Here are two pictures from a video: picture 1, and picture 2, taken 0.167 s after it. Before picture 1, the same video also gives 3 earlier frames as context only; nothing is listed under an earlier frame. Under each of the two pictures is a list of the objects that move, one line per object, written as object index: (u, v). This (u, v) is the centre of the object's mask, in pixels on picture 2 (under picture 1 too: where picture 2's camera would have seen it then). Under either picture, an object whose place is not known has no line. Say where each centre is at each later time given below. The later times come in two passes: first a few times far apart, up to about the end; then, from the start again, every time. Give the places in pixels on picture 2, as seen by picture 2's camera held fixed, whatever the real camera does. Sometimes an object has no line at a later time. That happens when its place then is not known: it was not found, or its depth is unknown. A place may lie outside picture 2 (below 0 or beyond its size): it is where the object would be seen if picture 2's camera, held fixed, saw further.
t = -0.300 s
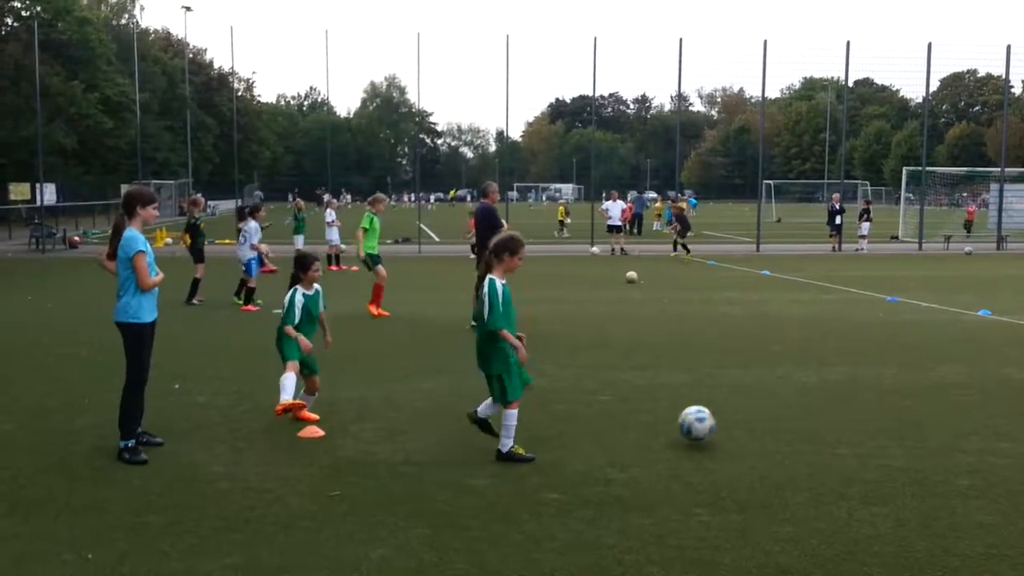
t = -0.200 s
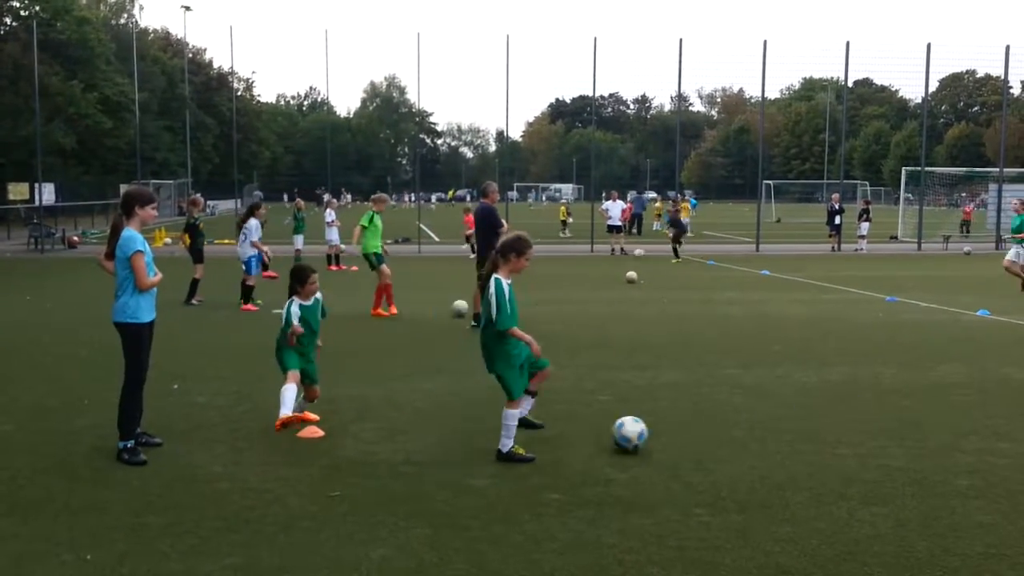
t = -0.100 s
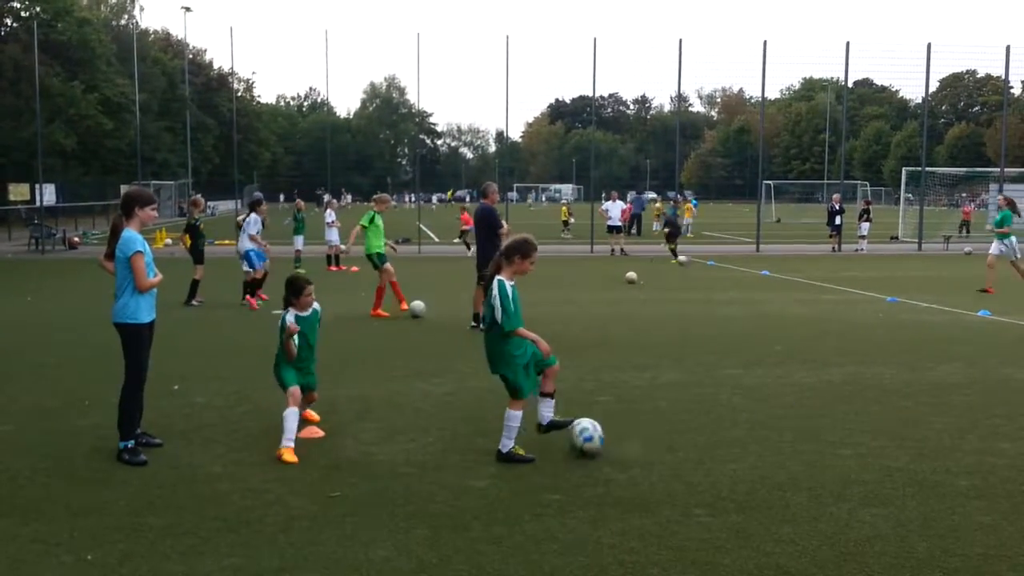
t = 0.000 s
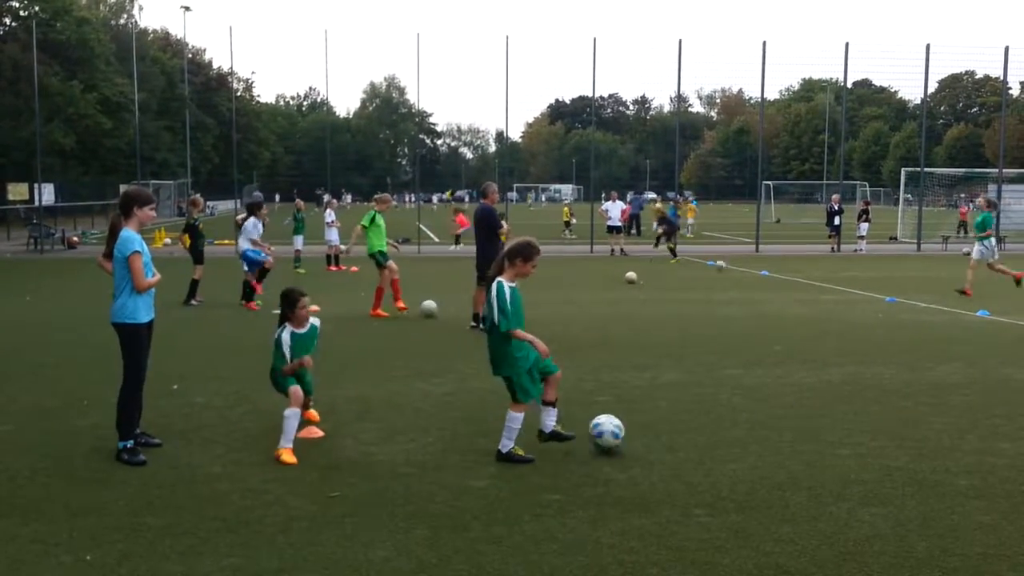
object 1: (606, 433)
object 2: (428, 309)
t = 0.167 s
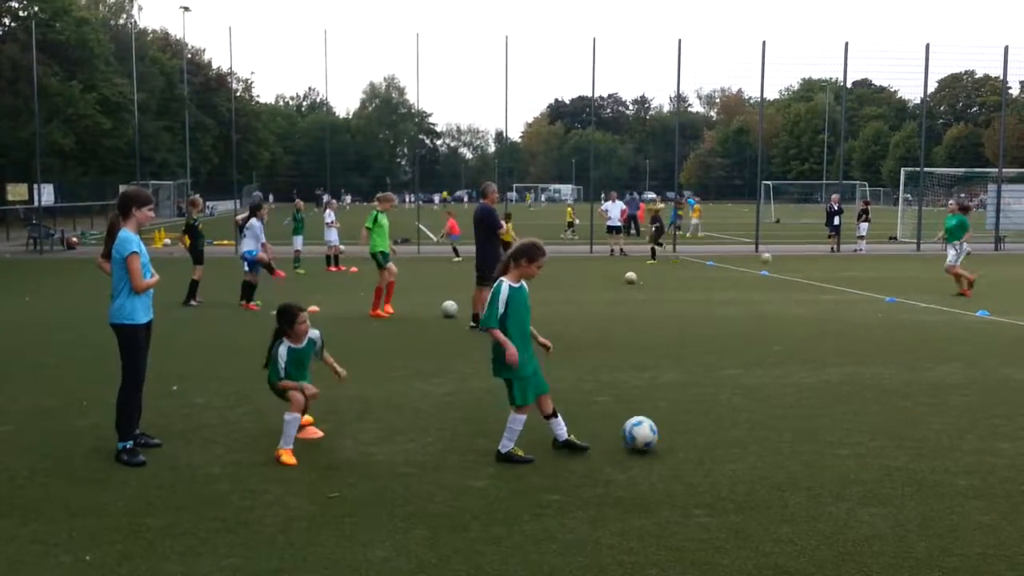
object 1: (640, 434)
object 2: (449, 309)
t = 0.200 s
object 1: (647, 434)
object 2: (452, 309)
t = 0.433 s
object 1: (689, 433)
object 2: (464, 308)
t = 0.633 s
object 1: (723, 431)
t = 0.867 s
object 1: (759, 429)
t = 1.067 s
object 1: (787, 428)
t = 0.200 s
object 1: (647, 434)
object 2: (452, 309)
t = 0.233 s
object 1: (652, 434)
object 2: (454, 309)
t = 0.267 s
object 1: (660, 434)
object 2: (456, 309)
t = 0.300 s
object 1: (665, 434)
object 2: (458, 309)
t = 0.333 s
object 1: (671, 433)
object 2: (460, 309)
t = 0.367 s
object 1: (677, 433)
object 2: (461, 308)
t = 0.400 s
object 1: (683, 433)
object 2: (463, 308)
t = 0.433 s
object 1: (689, 433)
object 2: (464, 308)
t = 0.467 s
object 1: (695, 433)
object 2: (465, 308)
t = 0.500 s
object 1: (701, 433)
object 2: (466, 308)
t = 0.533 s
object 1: (706, 432)
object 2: (467, 307)
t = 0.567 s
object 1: (712, 430)
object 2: (468, 307)
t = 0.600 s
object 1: (718, 432)
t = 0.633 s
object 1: (723, 431)
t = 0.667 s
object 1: (729, 430)
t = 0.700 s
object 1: (734, 430)
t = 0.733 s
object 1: (739, 430)
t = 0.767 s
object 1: (744, 430)
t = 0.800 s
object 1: (749, 430)
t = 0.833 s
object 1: (754, 430)
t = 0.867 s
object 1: (759, 429)
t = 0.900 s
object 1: (764, 428)
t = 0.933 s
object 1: (768, 429)
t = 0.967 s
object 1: (773, 429)
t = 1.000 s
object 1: (778, 428)
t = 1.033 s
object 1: (782, 428)
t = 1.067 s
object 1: (787, 428)
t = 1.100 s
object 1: (791, 428)
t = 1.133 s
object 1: (795, 427)
